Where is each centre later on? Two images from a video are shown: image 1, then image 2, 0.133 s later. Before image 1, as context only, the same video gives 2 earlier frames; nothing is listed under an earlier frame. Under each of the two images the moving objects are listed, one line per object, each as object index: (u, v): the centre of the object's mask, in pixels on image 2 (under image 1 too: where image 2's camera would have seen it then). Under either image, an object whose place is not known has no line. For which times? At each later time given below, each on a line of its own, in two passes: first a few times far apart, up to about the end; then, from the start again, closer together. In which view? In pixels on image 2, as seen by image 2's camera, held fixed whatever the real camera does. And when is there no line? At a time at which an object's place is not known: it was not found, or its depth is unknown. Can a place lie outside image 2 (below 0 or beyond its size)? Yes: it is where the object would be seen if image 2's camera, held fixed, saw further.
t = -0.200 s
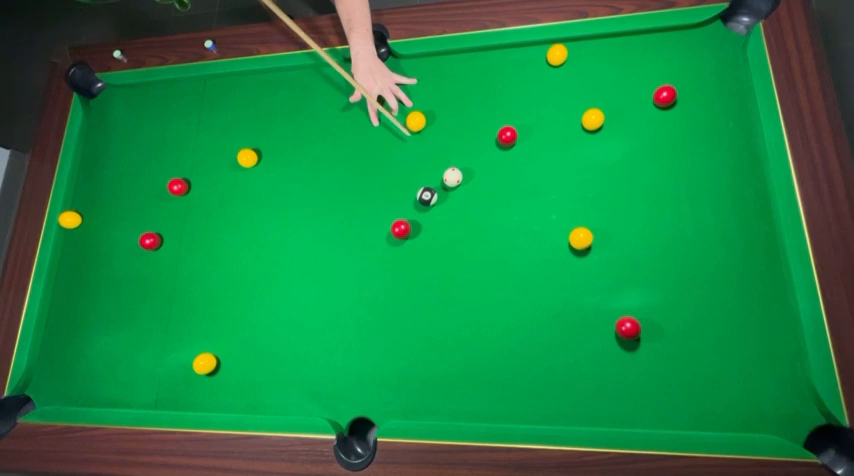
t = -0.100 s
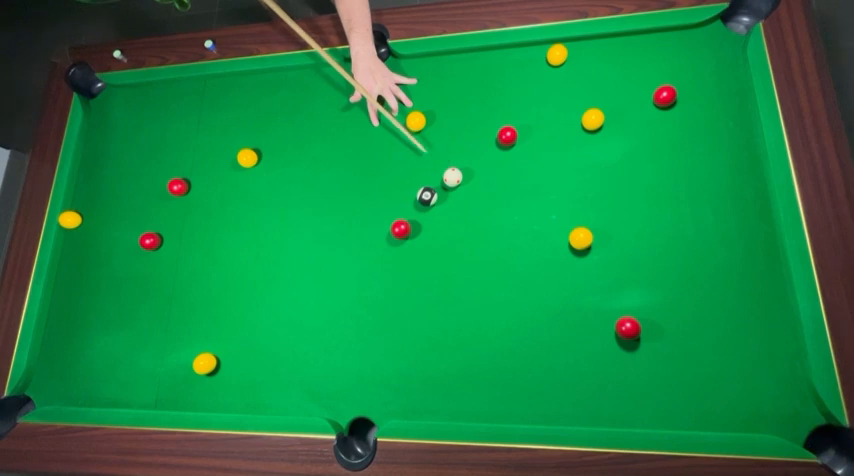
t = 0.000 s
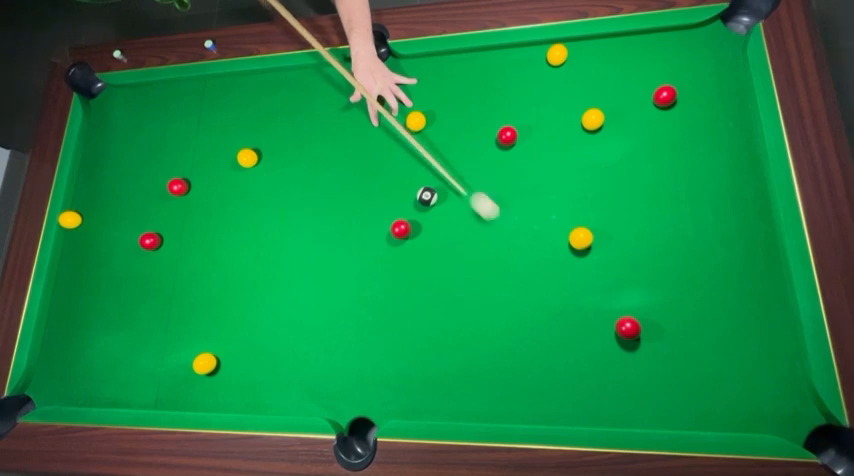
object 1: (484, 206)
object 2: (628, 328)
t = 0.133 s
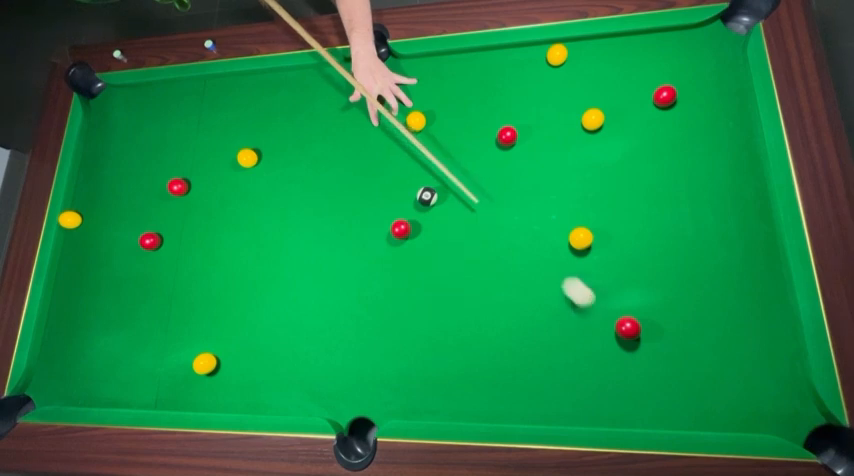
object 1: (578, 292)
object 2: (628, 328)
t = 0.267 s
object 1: (592, 338)
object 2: (696, 361)
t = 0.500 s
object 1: (567, 382)
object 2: (824, 440)
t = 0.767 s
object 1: (536, 403)
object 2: (825, 453)
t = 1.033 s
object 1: (503, 376)
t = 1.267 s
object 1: (479, 356)
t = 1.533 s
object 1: (455, 337)
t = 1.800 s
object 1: (435, 322)
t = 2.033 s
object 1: (420, 311)
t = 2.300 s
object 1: (407, 302)
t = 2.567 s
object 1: (397, 295)
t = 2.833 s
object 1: (390, 290)
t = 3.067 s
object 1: (386, 287)
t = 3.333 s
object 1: (386, 285)
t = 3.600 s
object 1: (387, 285)
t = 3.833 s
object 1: (386, 285)
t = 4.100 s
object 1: (386, 285)
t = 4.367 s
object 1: (386, 285)
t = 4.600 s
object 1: (387, 285)
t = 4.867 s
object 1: (387, 285)
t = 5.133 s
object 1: (386, 285)
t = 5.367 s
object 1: (386, 285)
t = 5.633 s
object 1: (386, 285)
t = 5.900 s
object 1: (386, 285)
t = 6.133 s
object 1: (386, 285)
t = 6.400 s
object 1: (386, 285)
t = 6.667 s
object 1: (386, 285)
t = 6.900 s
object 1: (386, 285)
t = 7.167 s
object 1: (386, 285)
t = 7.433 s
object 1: (386, 285)
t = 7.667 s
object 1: (386, 285)
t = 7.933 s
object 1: (386, 285)
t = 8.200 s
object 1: (386, 285)
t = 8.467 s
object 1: (386, 285)
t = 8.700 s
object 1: (386, 285)
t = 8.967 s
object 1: (386, 285)
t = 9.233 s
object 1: (386, 285)
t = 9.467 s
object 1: (386, 285)
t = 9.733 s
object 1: (386, 285)
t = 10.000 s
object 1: (386, 285)
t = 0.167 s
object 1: (600, 313)
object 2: (628, 327)
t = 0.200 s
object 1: (601, 324)
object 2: (649, 337)
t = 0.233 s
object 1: (596, 331)
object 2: (672, 348)
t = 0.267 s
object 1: (592, 338)
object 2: (696, 361)
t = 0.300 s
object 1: (588, 344)
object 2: (719, 371)
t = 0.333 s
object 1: (585, 350)
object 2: (742, 382)
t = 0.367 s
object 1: (581, 356)
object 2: (763, 392)
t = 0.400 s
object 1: (578, 363)
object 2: (784, 402)
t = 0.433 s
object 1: (574, 369)
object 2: (805, 412)
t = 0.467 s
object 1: (570, 375)
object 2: (819, 424)
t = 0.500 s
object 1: (567, 382)
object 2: (824, 440)
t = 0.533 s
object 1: (563, 388)
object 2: (828, 451)
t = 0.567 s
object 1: (560, 394)
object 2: (831, 452)
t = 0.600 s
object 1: (556, 400)
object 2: (829, 451)
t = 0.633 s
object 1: (553, 406)
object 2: (833, 454)
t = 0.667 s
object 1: (549, 412)
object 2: (838, 457)
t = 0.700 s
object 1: (545, 410)
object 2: (833, 455)
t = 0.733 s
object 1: (540, 406)
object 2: (829, 454)
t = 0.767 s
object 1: (536, 403)
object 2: (825, 453)
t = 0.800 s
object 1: (532, 399)
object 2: (820, 452)
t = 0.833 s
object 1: (527, 396)
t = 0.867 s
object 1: (523, 392)
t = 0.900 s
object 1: (519, 389)
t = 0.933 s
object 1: (515, 386)
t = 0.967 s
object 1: (511, 382)
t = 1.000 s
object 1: (507, 379)
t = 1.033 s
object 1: (503, 376)
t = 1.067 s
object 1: (500, 373)
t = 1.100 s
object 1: (496, 370)
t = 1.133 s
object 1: (493, 367)
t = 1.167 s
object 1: (489, 364)
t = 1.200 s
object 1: (485, 362)
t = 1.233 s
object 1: (482, 359)
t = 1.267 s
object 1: (479, 356)
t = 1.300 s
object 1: (476, 354)
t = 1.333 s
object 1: (472, 351)
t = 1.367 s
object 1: (469, 349)
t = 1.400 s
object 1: (466, 346)
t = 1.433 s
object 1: (463, 344)
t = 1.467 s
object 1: (460, 342)
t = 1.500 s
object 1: (458, 339)
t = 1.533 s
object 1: (455, 337)
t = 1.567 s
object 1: (452, 335)
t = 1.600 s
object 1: (450, 333)
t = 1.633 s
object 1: (447, 331)
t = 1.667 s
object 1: (445, 329)
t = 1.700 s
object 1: (442, 327)
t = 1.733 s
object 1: (440, 325)
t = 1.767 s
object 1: (437, 323)
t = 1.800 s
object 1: (435, 322)
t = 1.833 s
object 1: (433, 320)
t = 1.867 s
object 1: (431, 318)
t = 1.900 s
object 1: (429, 317)
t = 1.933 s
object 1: (426, 315)
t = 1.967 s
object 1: (424, 314)
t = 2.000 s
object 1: (422, 313)
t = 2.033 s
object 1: (420, 311)
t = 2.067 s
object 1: (418, 310)
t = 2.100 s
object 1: (417, 309)
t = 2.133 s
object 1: (415, 307)
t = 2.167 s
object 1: (413, 306)
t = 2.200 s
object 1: (412, 305)
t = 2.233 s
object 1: (410, 304)
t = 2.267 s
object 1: (408, 303)
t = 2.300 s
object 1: (407, 302)
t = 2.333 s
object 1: (405, 301)
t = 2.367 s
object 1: (404, 300)
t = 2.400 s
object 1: (403, 299)
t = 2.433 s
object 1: (401, 298)
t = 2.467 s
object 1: (400, 297)
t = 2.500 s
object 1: (399, 296)
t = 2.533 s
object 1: (398, 296)
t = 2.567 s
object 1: (397, 295)
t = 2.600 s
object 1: (396, 294)
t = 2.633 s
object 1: (395, 294)
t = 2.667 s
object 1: (394, 293)
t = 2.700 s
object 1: (393, 292)
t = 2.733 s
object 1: (392, 292)
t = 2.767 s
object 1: (391, 291)
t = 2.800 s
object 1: (390, 290)
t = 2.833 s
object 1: (390, 290)
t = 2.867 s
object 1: (389, 289)
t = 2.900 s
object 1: (389, 289)
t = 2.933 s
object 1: (388, 288)
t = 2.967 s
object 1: (388, 288)
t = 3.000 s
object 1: (387, 288)
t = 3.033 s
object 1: (387, 287)
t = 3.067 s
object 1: (386, 287)
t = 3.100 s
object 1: (386, 286)
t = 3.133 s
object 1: (386, 286)
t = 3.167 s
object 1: (386, 286)
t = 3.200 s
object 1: (386, 285)
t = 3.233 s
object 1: (386, 285)
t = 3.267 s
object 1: (386, 285)
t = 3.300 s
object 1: (386, 285)
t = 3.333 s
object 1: (386, 285)
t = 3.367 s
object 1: (386, 285)
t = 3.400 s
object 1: (386, 285)
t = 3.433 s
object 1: (386, 285)
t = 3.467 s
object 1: (386, 285)
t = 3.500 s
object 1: (386, 285)
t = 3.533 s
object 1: (387, 285)
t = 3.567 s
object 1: (386, 285)
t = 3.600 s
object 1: (387, 285)
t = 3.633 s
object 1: (387, 285)
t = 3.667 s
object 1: (387, 285)
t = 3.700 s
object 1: (387, 285)
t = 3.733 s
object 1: (387, 285)
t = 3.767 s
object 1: (387, 285)
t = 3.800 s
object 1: (386, 285)
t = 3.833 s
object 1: (386, 285)
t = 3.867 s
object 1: (386, 285)
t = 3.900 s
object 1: (386, 285)
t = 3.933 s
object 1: (386, 285)
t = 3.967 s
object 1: (386, 285)
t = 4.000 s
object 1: (386, 285)
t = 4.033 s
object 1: (386, 285)
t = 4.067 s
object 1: (386, 285)
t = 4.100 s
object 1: (386, 285)
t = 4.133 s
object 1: (386, 285)
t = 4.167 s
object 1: (386, 285)
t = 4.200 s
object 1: (386, 285)
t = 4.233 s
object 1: (386, 285)
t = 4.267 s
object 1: (386, 285)
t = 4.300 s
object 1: (386, 285)
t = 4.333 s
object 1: (386, 285)
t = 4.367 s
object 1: (386, 285)
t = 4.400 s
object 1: (386, 285)
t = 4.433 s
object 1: (386, 285)
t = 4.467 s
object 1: (386, 285)
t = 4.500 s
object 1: (386, 285)
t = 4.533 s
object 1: (387, 285)
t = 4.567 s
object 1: (387, 285)
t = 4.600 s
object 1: (387, 285)
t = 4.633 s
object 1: (387, 285)
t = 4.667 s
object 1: (386, 285)
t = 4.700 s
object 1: (386, 285)
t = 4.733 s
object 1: (386, 285)
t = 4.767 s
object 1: (386, 285)
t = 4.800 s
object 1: (387, 285)
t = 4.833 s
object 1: (387, 285)
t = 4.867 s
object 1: (387, 285)
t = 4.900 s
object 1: (387, 285)
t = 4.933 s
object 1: (386, 285)
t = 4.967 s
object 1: (386, 285)
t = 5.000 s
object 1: (386, 285)
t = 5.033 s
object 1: (387, 285)
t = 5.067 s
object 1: (386, 285)
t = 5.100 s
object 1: (387, 285)
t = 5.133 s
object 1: (386, 285)
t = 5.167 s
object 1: (387, 285)
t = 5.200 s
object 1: (386, 285)
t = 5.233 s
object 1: (386, 285)
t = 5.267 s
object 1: (386, 285)
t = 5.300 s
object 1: (386, 285)
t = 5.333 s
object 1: (387, 285)
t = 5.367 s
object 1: (386, 285)
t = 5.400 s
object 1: (386, 285)
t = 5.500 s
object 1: (386, 285)
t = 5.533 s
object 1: (386, 285)
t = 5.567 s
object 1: (386, 285)
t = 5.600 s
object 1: (386, 285)
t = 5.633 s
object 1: (386, 285)
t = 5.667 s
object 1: (386, 285)
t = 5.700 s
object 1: (386, 285)
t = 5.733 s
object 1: (386, 285)
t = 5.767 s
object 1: (386, 285)
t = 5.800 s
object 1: (386, 285)
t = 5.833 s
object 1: (386, 285)
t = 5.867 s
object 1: (386, 285)
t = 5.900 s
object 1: (386, 285)
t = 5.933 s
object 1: (386, 285)
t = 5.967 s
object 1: (386, 285)
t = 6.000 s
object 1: (386, 285)
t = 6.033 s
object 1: (386, 285)
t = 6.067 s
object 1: (386, 285)
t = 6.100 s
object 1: (386, 285)
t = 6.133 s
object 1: (386, 285)
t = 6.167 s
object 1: (386, 285)
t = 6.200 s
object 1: (386, 285)
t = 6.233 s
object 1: (386, 285)
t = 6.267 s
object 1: (386, 285)
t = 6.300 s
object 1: (386, 285)
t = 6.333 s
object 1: (386, 285)
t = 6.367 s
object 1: (386, 285)
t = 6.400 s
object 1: (386, 285)
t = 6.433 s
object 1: (387, 285)
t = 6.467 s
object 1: (386, 285)
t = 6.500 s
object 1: (386, 285)
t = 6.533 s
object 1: (386, 285)
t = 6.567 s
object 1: (386, 285)
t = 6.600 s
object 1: (386, 285)
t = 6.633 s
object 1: (386, 285)
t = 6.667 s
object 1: (386, 285)
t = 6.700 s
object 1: (386, 285)
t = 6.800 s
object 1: (386, 285)
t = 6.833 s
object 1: (386, 285)
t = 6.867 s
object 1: (386, 285)
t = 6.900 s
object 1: (386, 285)
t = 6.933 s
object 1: (386, 285)
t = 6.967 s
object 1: (386, 285)
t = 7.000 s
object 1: (386, 285)
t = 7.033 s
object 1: (386, 285)
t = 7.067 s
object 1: (386, 285)
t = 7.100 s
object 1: (386, 285)
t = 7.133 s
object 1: (386, 285)
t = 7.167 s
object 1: (386, 285)
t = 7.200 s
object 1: (386, 285)
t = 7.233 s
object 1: (386, 285)
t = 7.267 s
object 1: (386, 285)
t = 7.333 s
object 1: (386, 285)
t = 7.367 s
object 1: (386, 285)
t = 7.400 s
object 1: (387, 285)
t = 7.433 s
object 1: (386, 285)
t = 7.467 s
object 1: (386, 285)
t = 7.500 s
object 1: (386, 285)
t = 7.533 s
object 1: (386, 285)
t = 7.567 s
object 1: (386, 285)
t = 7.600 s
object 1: (386, 285)
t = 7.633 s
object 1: (386, 285)
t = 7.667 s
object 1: (386, 285)
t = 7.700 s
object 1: (386, 285)
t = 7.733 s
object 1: (386, 285)
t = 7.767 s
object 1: (386, 285)
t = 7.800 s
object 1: (386, 285)
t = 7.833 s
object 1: (386, 285)
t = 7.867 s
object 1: (386, 285)
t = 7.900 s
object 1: (386, 285)
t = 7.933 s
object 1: (386, 285)
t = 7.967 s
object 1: (386, 285)
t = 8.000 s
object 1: (386, 285)
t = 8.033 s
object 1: (386, 285)
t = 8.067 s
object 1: (386, 285)
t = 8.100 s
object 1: (386, 285)
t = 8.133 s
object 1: (386, 285)
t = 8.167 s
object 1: (386, 285)
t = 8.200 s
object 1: (386, 285)
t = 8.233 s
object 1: (386, 285)
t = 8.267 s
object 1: (386, 285)
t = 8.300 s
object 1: (386, 285)
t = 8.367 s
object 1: (386, 285)
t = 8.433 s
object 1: (386, 285)
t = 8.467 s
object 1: (386, 285)
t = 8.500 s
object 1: (386, 285)
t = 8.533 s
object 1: (386, 285)
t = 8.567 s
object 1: (386, 285)
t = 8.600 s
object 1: (386, 285)
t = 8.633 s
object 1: (387, 285)
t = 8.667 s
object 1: (386, 285)
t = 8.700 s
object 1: (386, 285)
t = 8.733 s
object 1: (386, 285)
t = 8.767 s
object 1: (387, 285)
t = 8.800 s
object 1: (386, 285)
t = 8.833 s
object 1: (386, 285)
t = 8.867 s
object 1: (386, 285)
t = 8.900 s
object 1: (386, 285)
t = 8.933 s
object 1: (386, 285)
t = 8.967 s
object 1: (386, 285)
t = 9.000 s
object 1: (386, 285)
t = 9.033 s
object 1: (386, 285)
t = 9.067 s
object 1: (386, 285)
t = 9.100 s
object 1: (386, 285)
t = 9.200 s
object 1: (386, 285)
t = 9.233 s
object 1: (386, 285)
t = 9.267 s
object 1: (386, 285)
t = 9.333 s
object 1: (386, 285)
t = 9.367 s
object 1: (386, 285)
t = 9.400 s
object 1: (386, 285)
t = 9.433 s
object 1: (386, 285)
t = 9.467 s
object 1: (386, 285)
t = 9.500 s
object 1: (386, 285)
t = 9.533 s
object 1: (386, 285)
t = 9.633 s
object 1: (386, 285)
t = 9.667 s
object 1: (386, 285)
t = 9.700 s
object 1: (386, 285)
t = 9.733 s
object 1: (386, 285)
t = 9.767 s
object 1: (386, 285)
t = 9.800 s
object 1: (386, 285)
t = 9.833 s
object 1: (386, 285)
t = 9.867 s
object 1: (386, 285)
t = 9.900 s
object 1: (387, 285)
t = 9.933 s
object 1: (387, 285)
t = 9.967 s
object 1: (386, 285)
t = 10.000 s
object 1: (386, 285)
